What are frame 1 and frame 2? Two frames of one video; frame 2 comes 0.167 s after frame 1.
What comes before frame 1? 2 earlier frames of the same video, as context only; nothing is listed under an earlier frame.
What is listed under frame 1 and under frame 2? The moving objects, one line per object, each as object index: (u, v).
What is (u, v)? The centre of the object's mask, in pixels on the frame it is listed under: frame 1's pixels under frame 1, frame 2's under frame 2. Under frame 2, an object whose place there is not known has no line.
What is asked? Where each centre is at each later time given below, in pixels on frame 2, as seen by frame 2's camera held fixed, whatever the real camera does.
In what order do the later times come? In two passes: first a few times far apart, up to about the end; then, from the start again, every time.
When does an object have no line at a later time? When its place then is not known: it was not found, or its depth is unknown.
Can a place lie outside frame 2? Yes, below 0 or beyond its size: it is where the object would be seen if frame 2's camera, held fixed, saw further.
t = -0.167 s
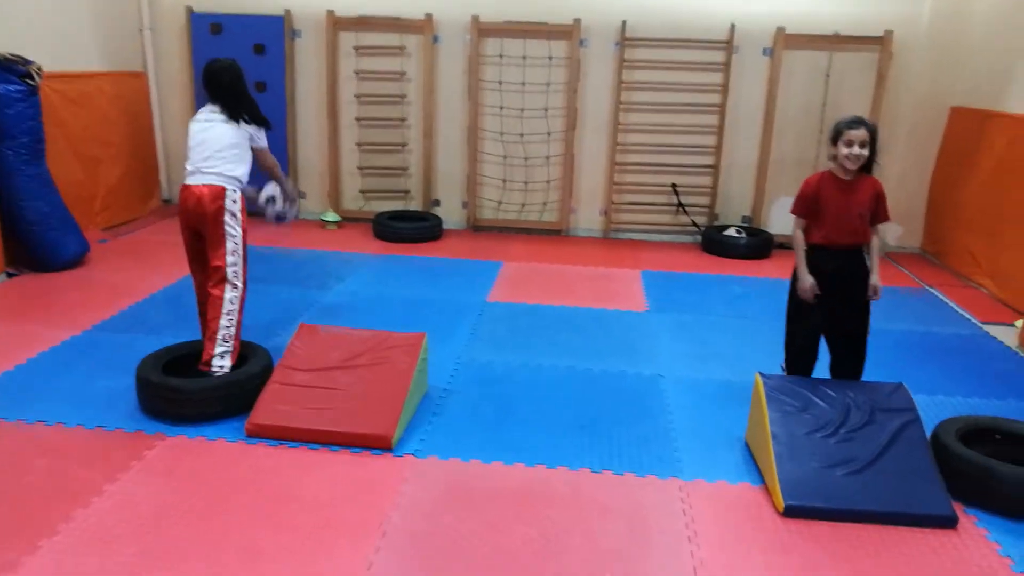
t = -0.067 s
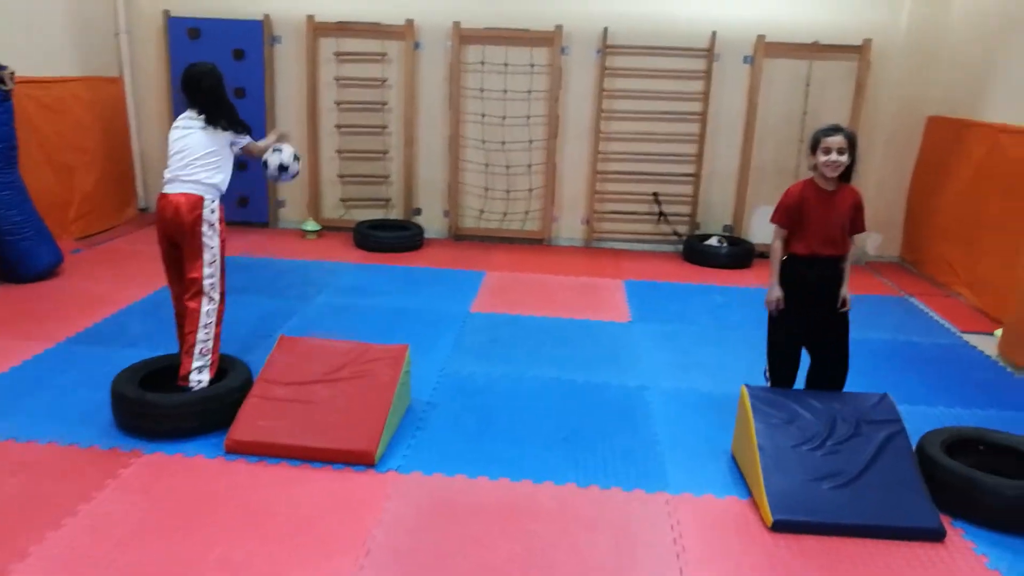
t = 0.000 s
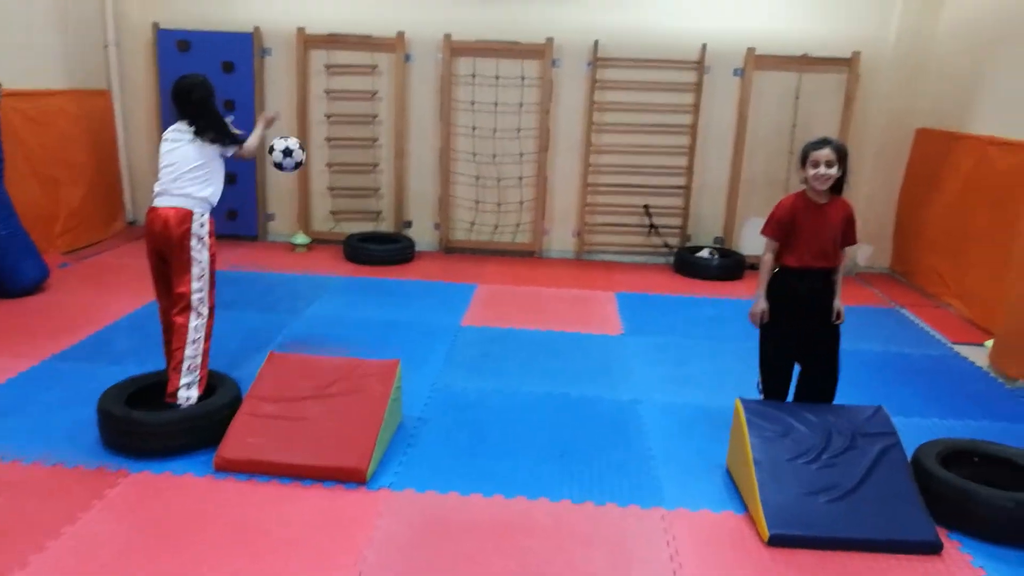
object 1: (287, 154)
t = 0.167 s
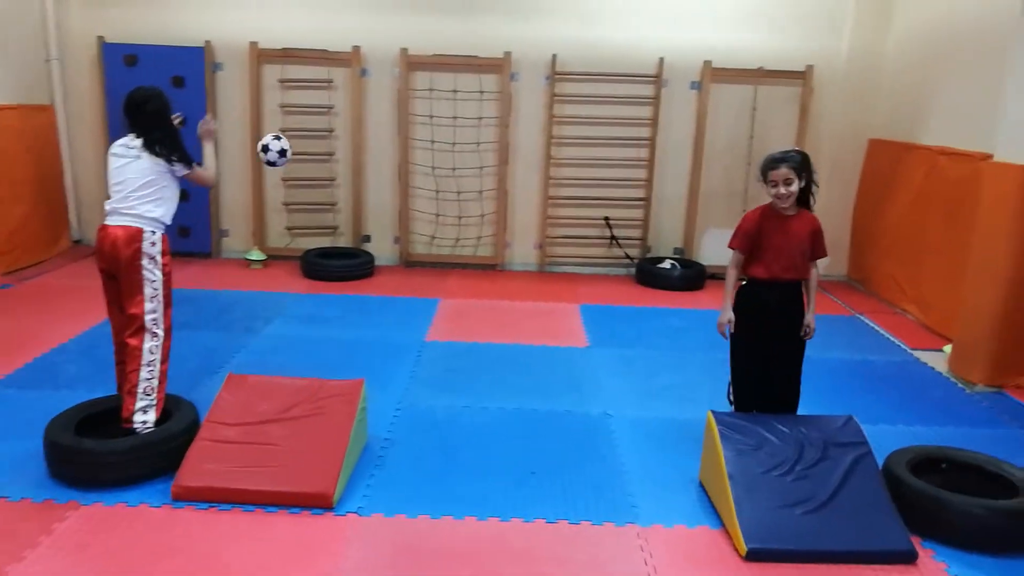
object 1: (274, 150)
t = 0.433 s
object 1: (314, 197)
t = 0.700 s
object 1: (329, 217)
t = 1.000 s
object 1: (328, 237)
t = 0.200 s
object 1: (280, 151)
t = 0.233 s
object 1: (285, 154)
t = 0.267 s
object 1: (289, 159)
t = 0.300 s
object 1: (294, 165)
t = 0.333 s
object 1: (297, 169)
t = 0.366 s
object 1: (303, 177)
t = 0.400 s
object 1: (309, 187)
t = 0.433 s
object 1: (314, 197)
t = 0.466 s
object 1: (317, 208)
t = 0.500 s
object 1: (322, 221)
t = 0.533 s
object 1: (325, 233)
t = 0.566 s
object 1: (327, 233)
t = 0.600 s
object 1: (329, 227)
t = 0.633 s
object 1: (328, 222)
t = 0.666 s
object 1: (329, 219)
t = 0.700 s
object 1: (329, 217)
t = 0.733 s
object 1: (329, 215)
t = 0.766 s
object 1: (330, 213)
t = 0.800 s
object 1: (329, 214)
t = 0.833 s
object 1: (329, 216)
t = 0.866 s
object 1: (329, 219)
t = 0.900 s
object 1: (329, 223)
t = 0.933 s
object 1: (328, 227)
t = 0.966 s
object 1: (328, 233)
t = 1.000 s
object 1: (328, 237)
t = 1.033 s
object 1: (328, 237)
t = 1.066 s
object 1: (326, 235)
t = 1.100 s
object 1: (327, 236)
